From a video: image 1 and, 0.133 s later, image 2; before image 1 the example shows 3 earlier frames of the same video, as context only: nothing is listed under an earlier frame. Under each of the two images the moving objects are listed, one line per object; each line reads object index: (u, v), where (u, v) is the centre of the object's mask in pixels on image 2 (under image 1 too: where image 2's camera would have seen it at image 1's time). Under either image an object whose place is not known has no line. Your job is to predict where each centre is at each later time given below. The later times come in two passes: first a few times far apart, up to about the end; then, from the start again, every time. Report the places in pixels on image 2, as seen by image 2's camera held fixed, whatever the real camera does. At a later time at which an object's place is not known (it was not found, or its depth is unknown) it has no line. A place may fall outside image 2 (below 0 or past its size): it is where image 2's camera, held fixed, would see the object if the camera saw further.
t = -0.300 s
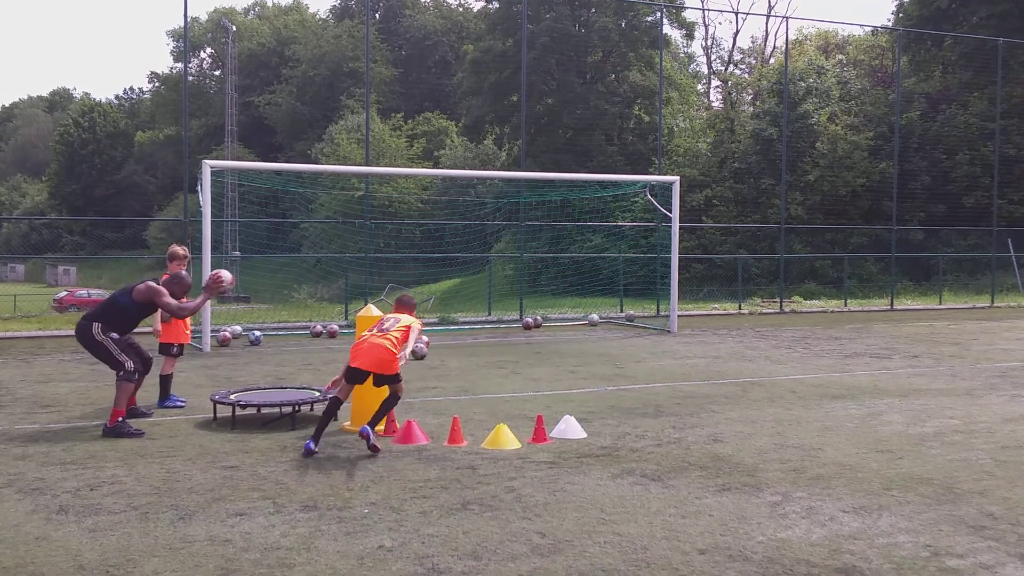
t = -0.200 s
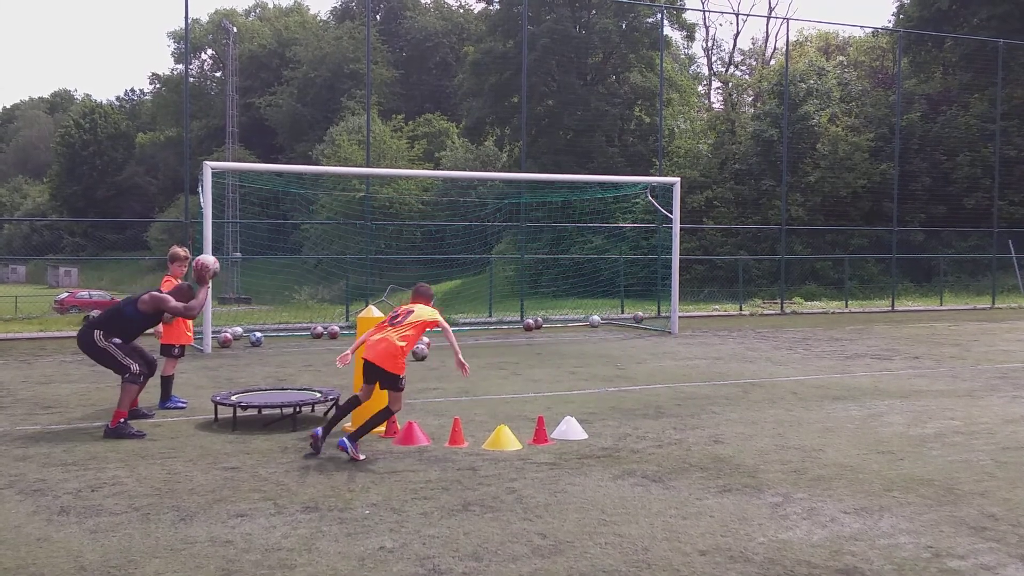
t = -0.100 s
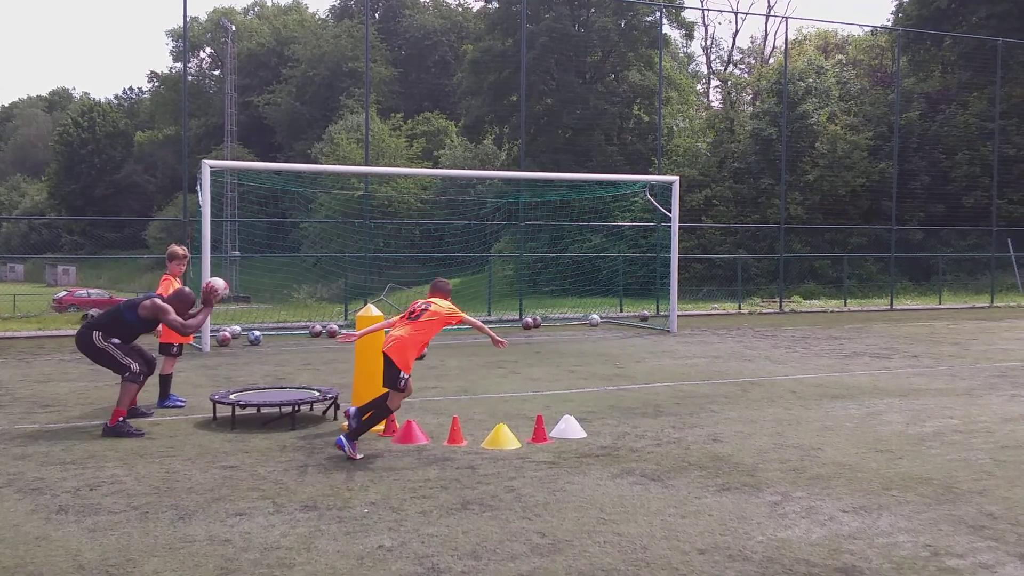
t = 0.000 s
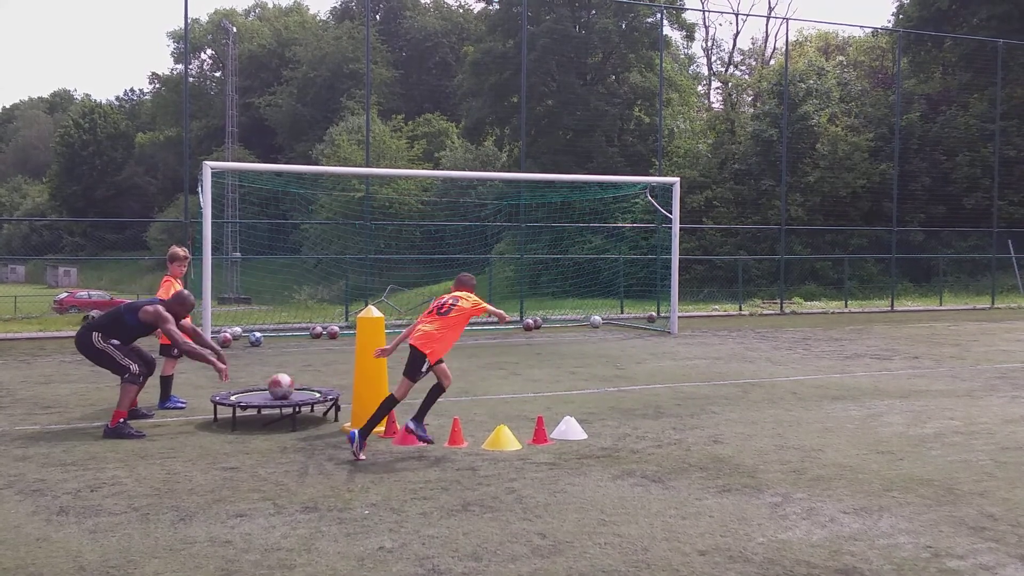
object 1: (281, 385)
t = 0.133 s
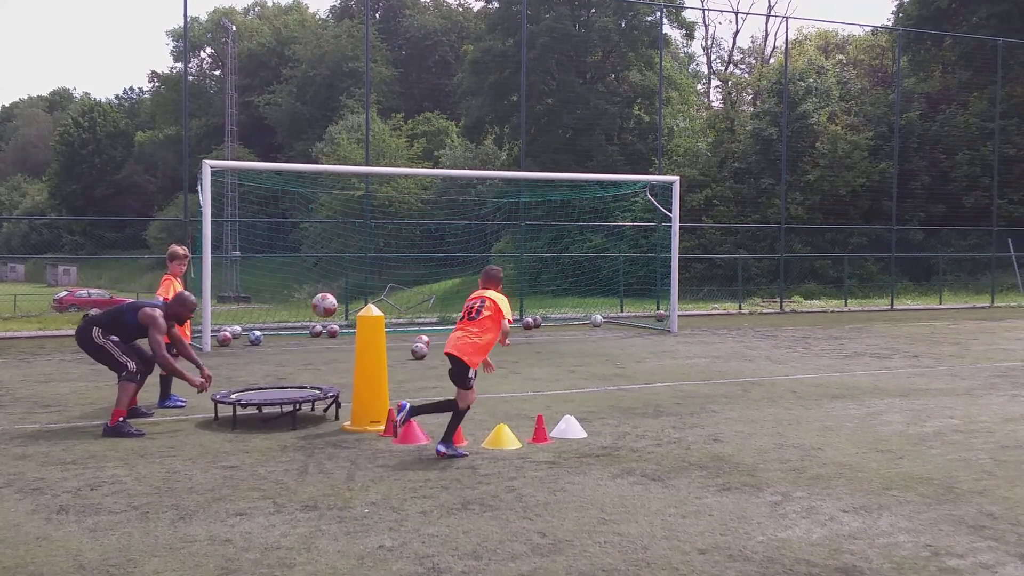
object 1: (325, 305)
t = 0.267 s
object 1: (366, 227)
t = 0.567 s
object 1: (456, 130)
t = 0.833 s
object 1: (536, 131)
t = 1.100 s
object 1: (614, 213)
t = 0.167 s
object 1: (335, 284)
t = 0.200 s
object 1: (345, 264)
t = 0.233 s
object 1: (356, 245)
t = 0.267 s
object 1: (366, 227)
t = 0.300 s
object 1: (376, 212)
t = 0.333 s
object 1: (386, 197)
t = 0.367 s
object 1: (396, 183)
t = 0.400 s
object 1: (406, 171)
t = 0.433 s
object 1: (416, 160)
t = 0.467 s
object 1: (426, 150)
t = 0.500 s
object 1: (436, 142)
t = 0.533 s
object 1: (447, 135)
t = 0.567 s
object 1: (456, 130)
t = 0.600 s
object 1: (466, 125)
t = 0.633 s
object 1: (477, 122)
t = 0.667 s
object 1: (487, 120)
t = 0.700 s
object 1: (497, 120)
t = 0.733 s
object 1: (506, 121)
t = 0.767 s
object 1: (517, 123)
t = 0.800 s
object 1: (527, 126)
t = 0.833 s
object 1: (536, 131)
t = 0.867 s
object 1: (546, 136)
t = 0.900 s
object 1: (556, 143)
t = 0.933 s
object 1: (566, 152)
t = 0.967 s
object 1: (576, 162)
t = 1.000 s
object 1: (585, 173)
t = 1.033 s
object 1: (595, 185)
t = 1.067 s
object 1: (604, 199)
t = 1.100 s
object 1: (614, 213)
